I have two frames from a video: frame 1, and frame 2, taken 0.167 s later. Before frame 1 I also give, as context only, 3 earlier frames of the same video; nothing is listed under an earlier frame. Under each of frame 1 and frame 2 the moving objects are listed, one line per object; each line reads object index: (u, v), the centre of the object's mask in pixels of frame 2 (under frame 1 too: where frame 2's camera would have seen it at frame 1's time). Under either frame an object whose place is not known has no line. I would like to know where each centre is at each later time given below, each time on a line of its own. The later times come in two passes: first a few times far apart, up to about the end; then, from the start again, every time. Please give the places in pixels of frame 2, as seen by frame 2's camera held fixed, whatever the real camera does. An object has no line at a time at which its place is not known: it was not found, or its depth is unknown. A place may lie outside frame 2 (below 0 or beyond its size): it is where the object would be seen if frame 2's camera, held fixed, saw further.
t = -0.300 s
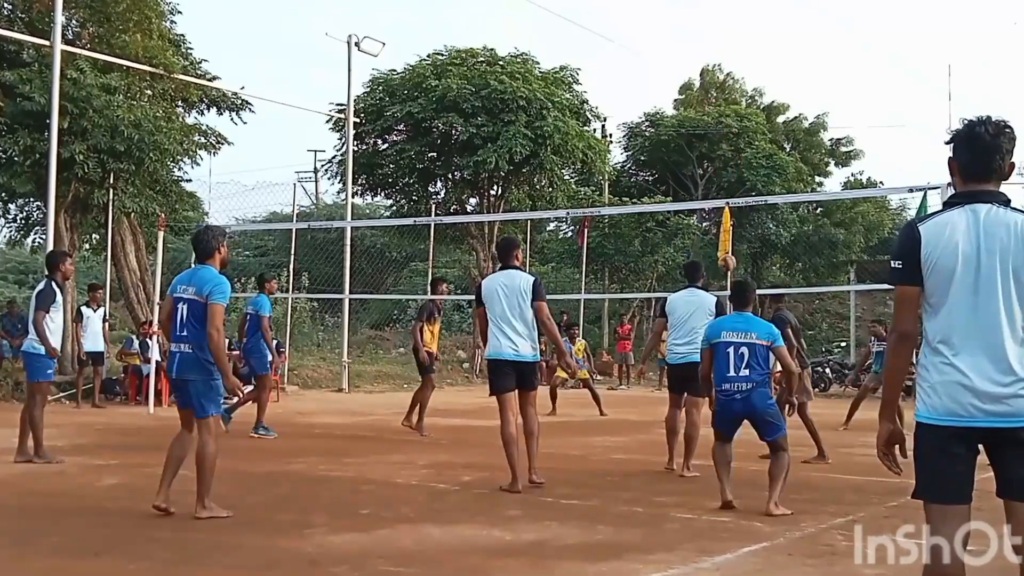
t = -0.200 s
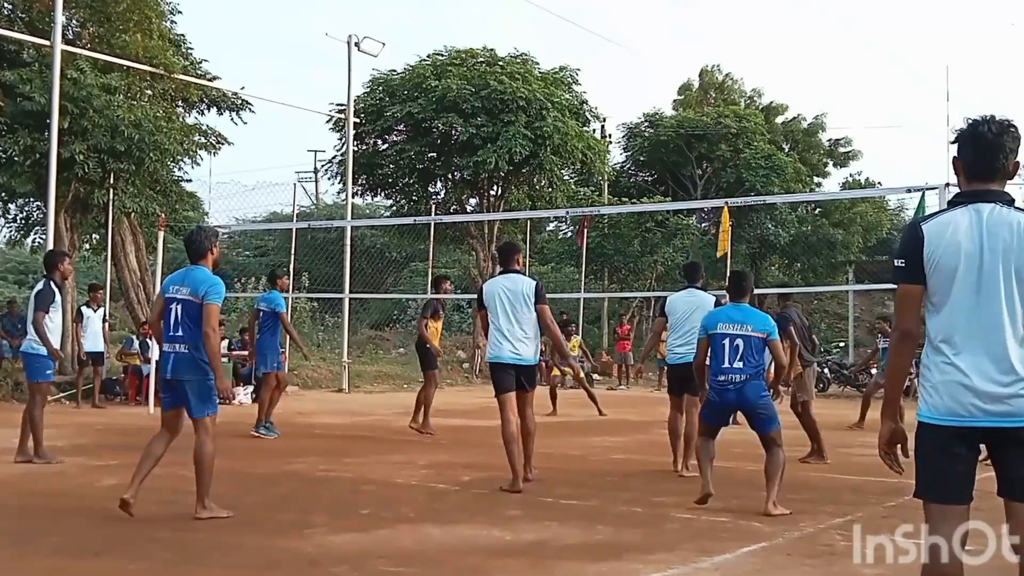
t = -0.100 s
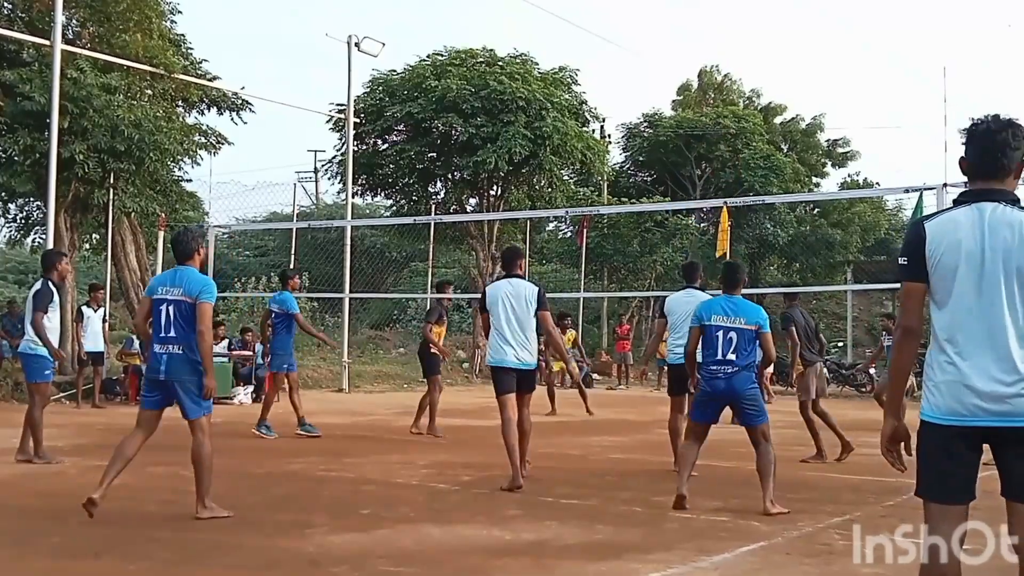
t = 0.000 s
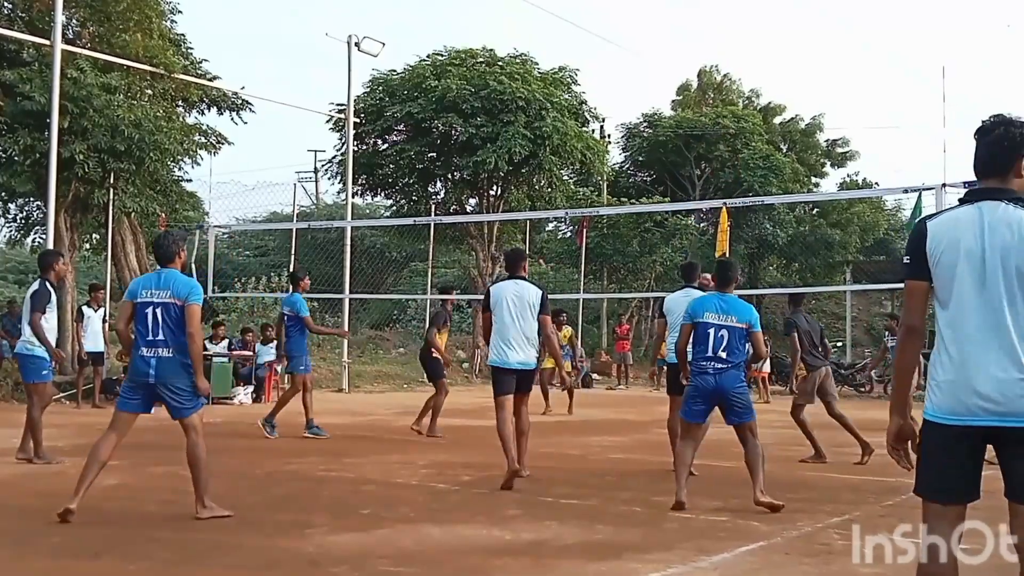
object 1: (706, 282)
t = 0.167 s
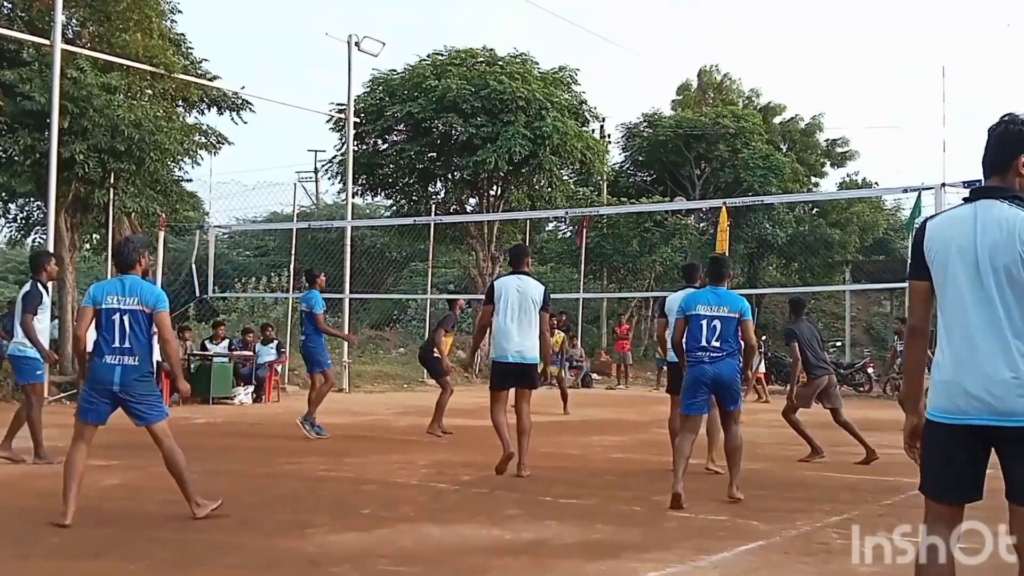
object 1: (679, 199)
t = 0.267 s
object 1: (664, 168)
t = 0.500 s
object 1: (625, 105)
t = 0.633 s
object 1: (601, 86)
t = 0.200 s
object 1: (674, 192)
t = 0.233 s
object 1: (670, 179)
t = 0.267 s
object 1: (664, 168)
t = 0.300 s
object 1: (659, 156)
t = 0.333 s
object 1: (653, 145)
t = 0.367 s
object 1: (648, 136)
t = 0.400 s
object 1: (644, 128)
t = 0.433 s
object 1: (636, 119)
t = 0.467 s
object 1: (630, 112)
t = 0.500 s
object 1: (625, 105)
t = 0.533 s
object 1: (619, 99)
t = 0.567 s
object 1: (613, 94)
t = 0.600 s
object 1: (607, 90)
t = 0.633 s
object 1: (601, 86)
